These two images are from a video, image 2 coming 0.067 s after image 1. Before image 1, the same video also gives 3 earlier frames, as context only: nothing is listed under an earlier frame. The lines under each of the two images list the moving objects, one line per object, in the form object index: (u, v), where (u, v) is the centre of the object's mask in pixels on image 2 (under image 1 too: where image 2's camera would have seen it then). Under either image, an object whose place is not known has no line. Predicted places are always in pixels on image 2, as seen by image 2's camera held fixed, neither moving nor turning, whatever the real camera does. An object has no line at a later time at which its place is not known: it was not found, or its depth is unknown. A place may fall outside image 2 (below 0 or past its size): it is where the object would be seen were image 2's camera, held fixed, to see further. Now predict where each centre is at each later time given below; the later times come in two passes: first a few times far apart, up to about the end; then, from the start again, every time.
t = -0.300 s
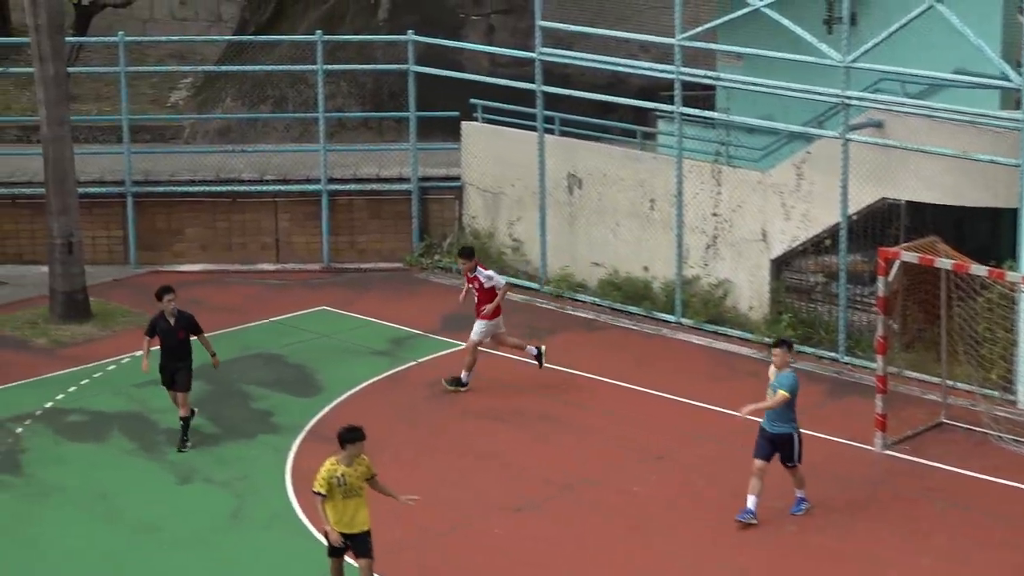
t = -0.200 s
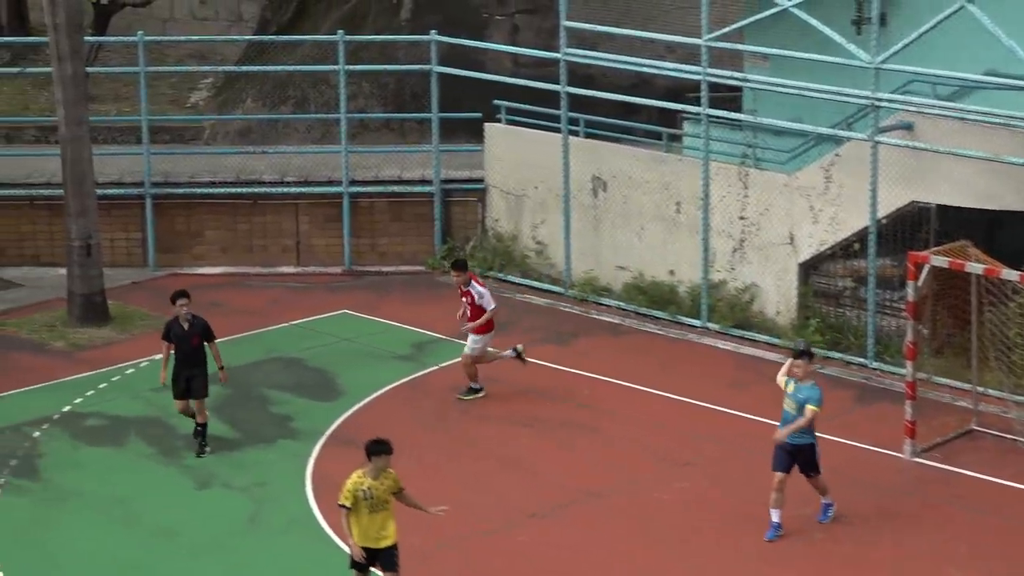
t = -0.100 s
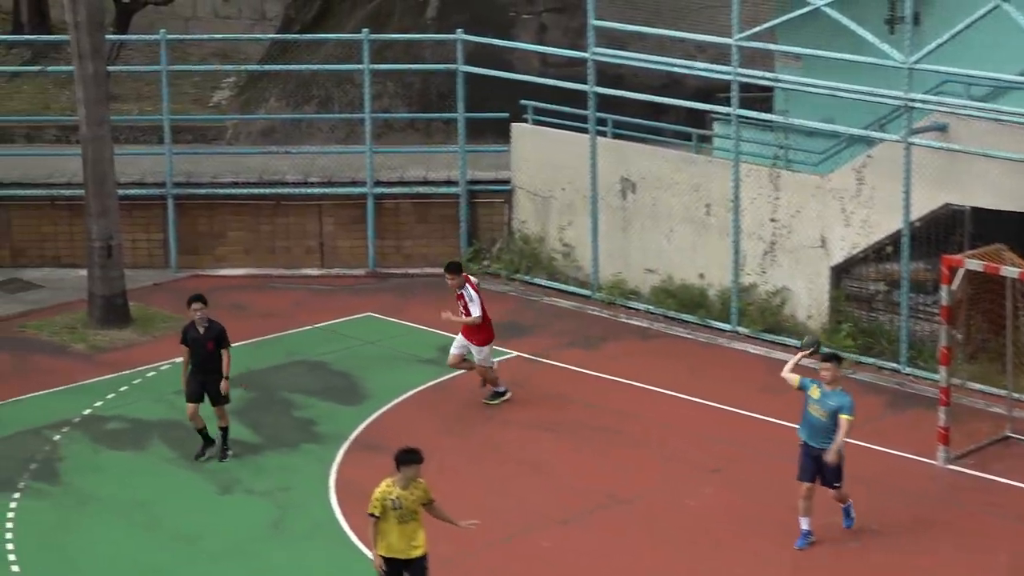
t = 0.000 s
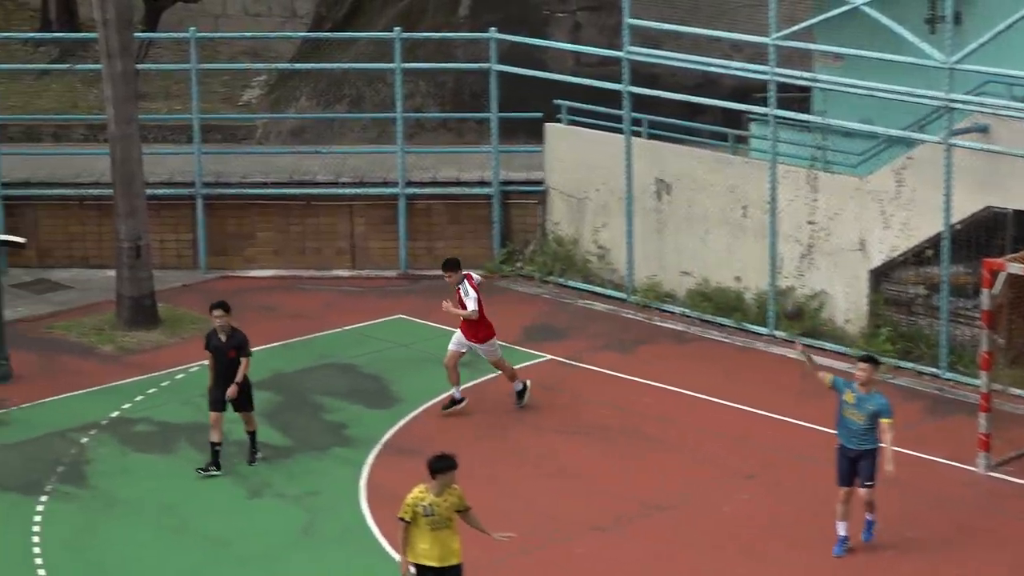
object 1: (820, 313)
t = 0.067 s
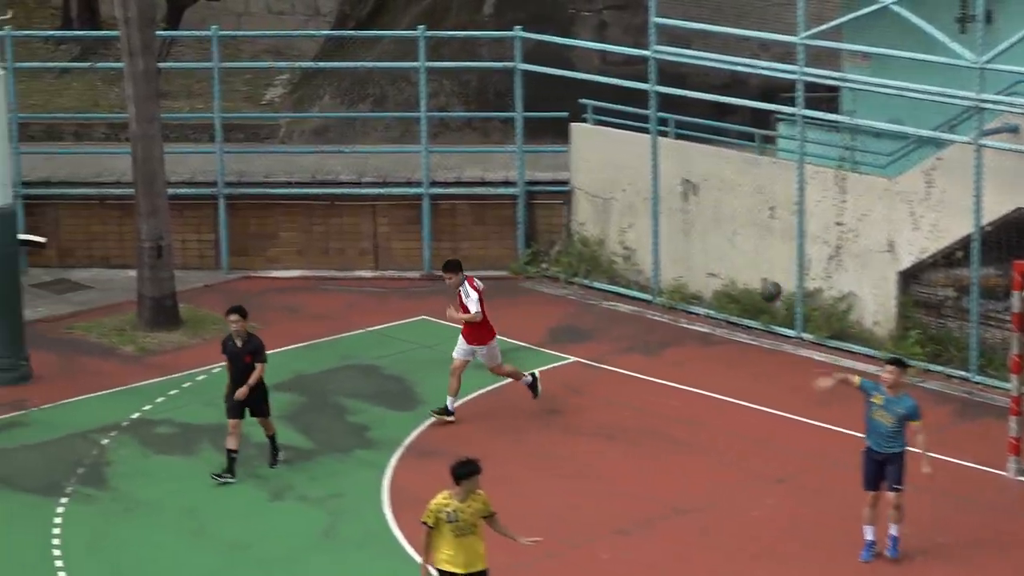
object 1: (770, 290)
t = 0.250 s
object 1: (624, 251)
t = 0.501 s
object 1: (386, 249)
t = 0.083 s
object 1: (758, 286)
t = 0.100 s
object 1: (744, 281)
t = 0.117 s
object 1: (731, 277)
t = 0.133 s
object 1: (718, 273)
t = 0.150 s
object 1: (705, 269)
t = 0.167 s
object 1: (691, 265)
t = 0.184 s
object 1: (678, 262)
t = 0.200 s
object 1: (663, 258)
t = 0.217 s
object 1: (650, 255)
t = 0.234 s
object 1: (636, 253)
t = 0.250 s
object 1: (624, 251)
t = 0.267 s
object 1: (609, 248)
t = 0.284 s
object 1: (596, 247)
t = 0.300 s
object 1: (580, 243)
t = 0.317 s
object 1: (563, 243)
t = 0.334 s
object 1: (547, 242)
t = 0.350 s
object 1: (536, 241)
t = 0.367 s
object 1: (518, 241)
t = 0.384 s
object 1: (502, 241)
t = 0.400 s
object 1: (487, 241)
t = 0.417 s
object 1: (470, 242)
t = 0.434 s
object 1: (453, 243)
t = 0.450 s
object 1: (438, 244)
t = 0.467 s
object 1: (419, 245)
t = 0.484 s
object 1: (404, 246)
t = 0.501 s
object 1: (386, 249)
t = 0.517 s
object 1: (370, 251)
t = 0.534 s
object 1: (353, 254)
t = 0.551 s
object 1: (334, 258)
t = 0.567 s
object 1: (317, 261)
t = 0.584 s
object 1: (298, 265)
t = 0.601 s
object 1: (281, 270)
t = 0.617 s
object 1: (262, 275)
